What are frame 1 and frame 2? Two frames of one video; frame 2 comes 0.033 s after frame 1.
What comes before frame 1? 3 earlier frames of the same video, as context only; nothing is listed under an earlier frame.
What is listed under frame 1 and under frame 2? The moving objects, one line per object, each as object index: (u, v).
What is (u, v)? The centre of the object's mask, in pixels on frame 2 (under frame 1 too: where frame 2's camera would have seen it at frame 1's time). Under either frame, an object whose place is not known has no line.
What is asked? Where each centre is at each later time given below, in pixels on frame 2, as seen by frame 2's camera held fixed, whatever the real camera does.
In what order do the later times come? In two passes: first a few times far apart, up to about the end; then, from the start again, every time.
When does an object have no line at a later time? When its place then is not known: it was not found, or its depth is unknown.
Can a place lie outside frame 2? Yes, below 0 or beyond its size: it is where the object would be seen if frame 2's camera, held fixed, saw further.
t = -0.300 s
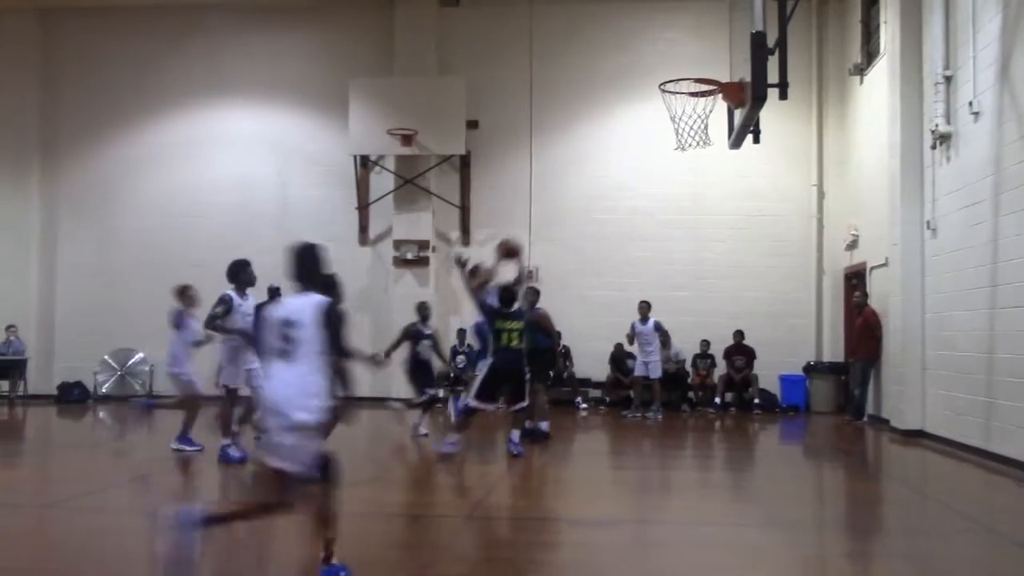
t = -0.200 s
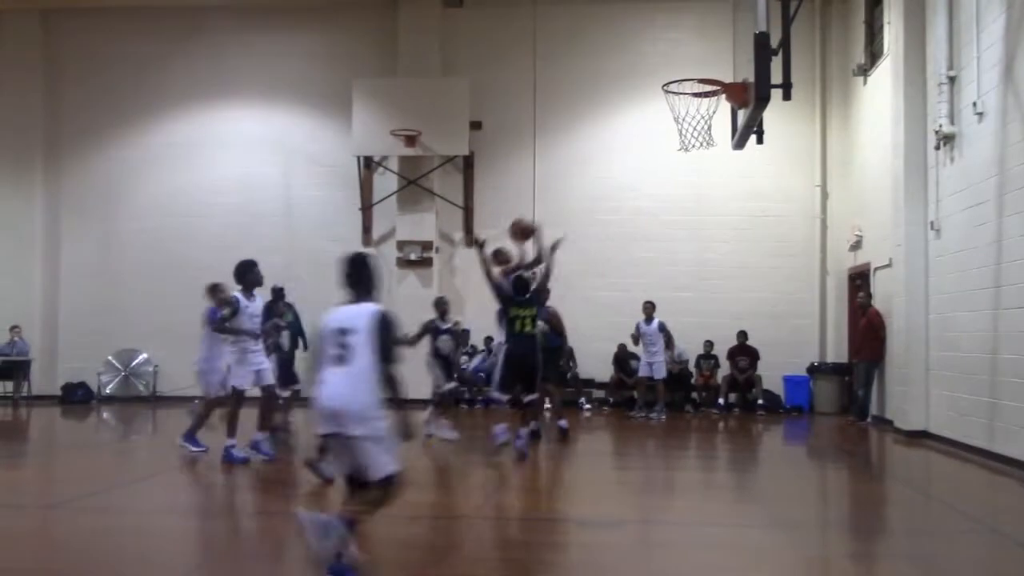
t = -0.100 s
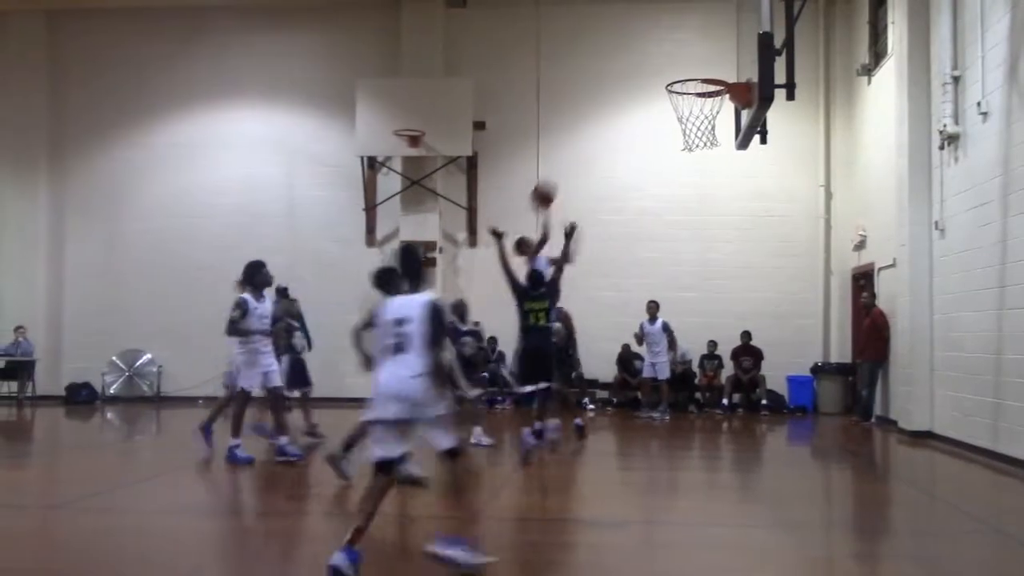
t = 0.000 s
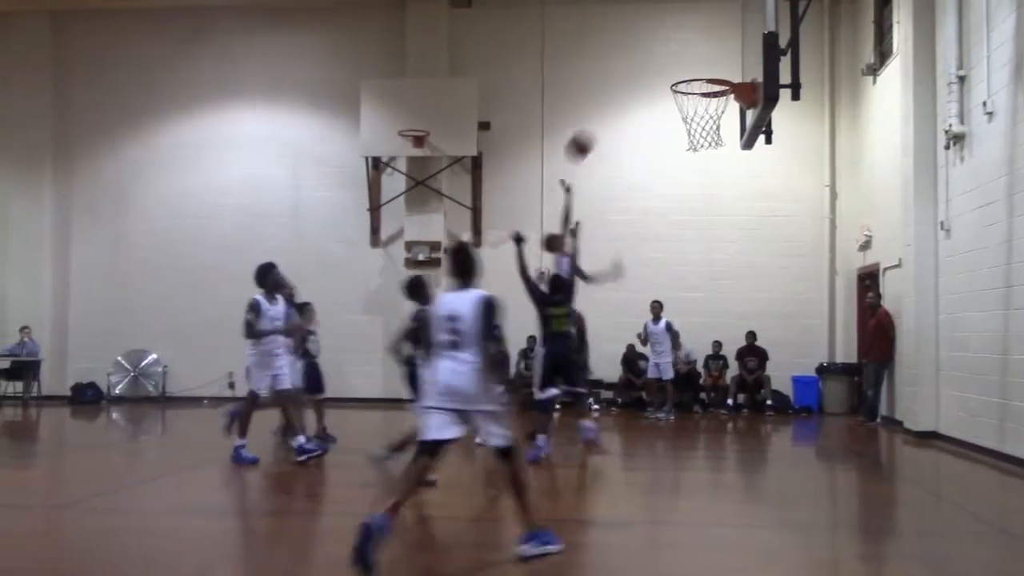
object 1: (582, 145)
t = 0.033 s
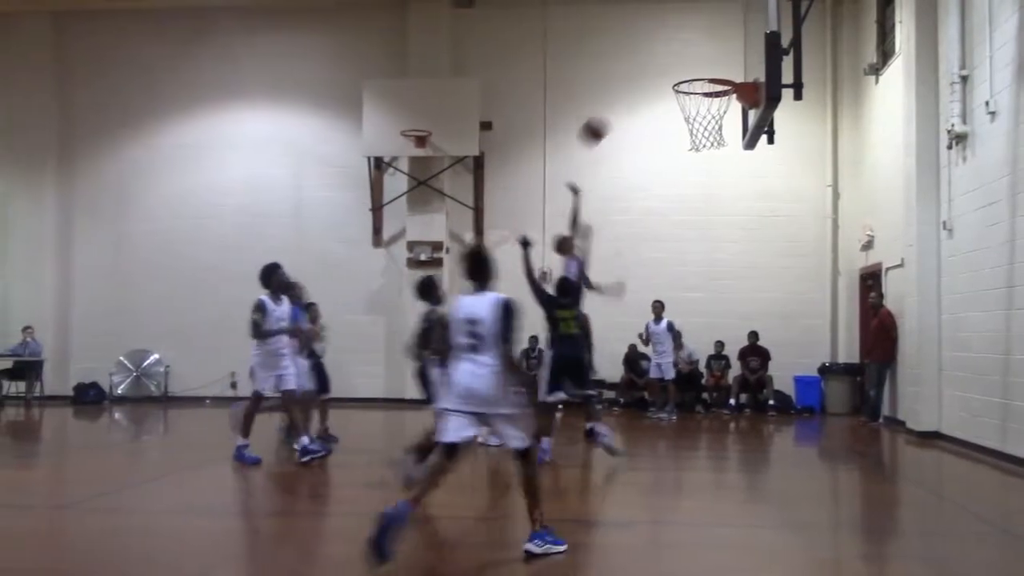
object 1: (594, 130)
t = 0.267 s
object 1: (680, 56)
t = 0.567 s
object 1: (690, 59)
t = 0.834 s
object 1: (627, 62)
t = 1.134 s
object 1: (560, 145)
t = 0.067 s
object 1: (605, 116)
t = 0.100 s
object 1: (617, 104)
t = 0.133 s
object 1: (629, 91)
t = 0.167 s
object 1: (640, 81)
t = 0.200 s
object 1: (653, 72)
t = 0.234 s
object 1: (666, 64)
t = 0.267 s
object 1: (680, 56)
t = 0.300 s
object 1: (692, 50)
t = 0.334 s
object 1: (706, 45)
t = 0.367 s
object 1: (721, 42)
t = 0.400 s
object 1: (734, 40)
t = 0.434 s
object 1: (732, 40)
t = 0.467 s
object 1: (721, 44)
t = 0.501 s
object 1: (711, 47)
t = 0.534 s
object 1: (700, 53)
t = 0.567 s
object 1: (690, 59)
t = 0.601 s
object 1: (679, 67)
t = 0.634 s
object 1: (670, 71)
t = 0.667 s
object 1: (663, 66)
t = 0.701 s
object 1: (656, 63)
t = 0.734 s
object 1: (649, 61)
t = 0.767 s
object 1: (641, 60)
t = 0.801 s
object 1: (634, 61)
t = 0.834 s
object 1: (627, 62)
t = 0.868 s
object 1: (619, 66)
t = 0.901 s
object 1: (611, 72)
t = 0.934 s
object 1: (605, 77)
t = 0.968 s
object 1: (597, 85)
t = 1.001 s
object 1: (589, 94)
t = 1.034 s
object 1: (582, 105)
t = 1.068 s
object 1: (575, 116)
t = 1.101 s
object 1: (567, 130)
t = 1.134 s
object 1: (560, 145)
